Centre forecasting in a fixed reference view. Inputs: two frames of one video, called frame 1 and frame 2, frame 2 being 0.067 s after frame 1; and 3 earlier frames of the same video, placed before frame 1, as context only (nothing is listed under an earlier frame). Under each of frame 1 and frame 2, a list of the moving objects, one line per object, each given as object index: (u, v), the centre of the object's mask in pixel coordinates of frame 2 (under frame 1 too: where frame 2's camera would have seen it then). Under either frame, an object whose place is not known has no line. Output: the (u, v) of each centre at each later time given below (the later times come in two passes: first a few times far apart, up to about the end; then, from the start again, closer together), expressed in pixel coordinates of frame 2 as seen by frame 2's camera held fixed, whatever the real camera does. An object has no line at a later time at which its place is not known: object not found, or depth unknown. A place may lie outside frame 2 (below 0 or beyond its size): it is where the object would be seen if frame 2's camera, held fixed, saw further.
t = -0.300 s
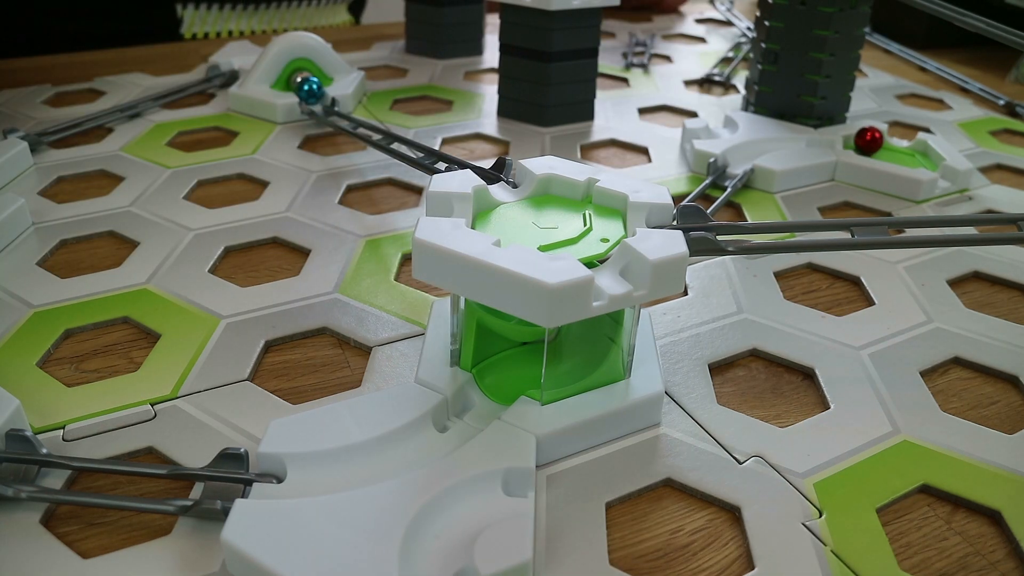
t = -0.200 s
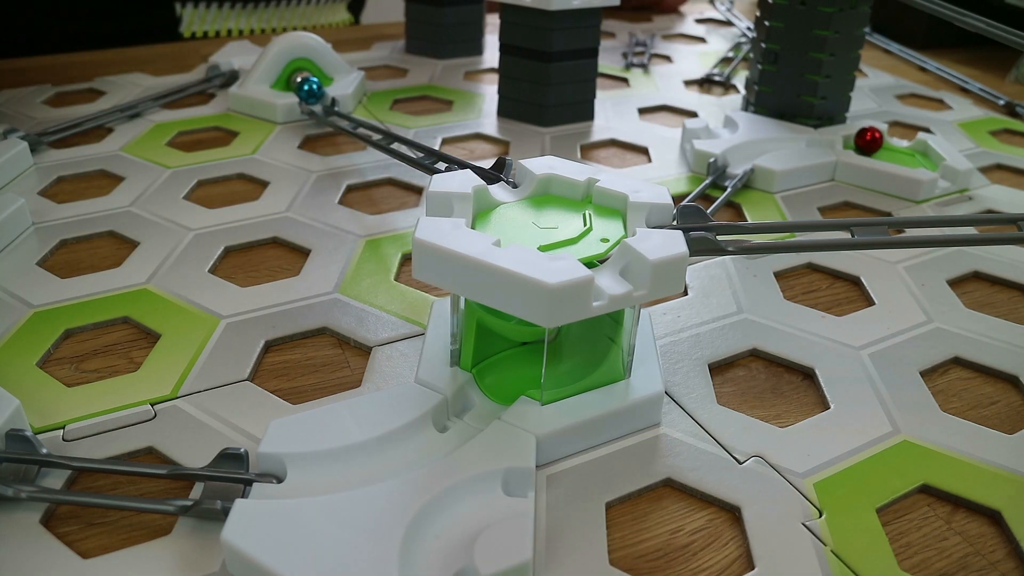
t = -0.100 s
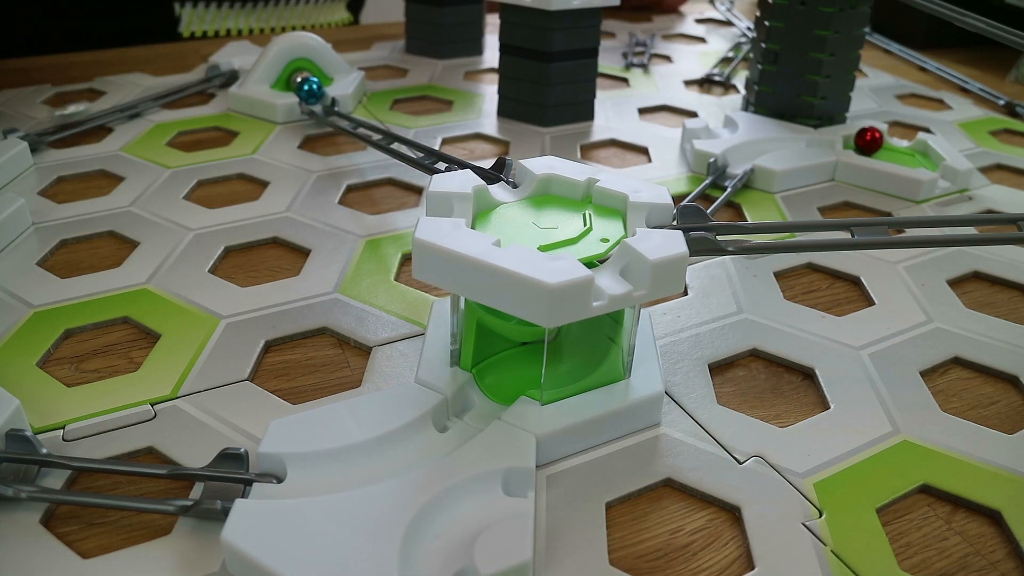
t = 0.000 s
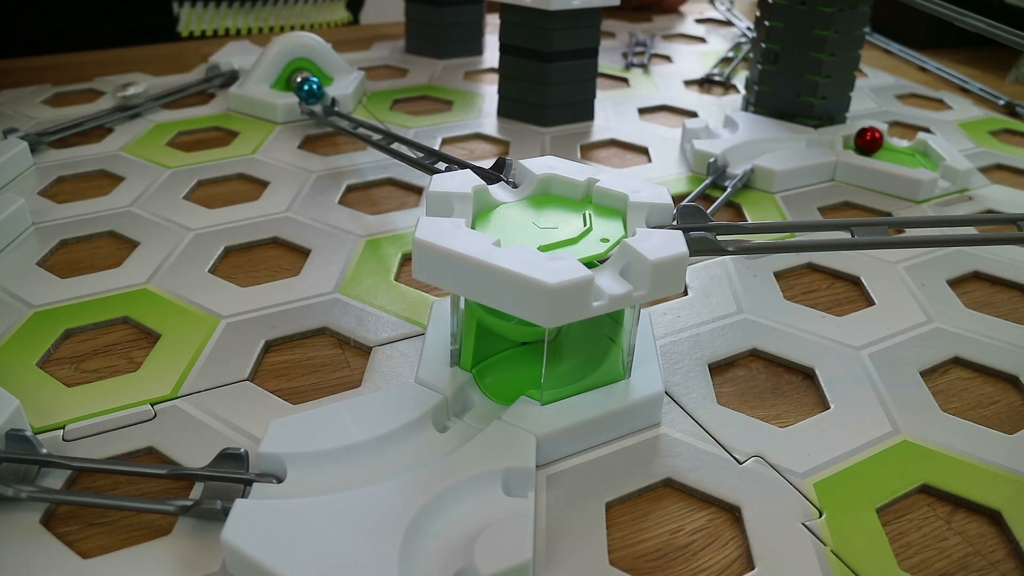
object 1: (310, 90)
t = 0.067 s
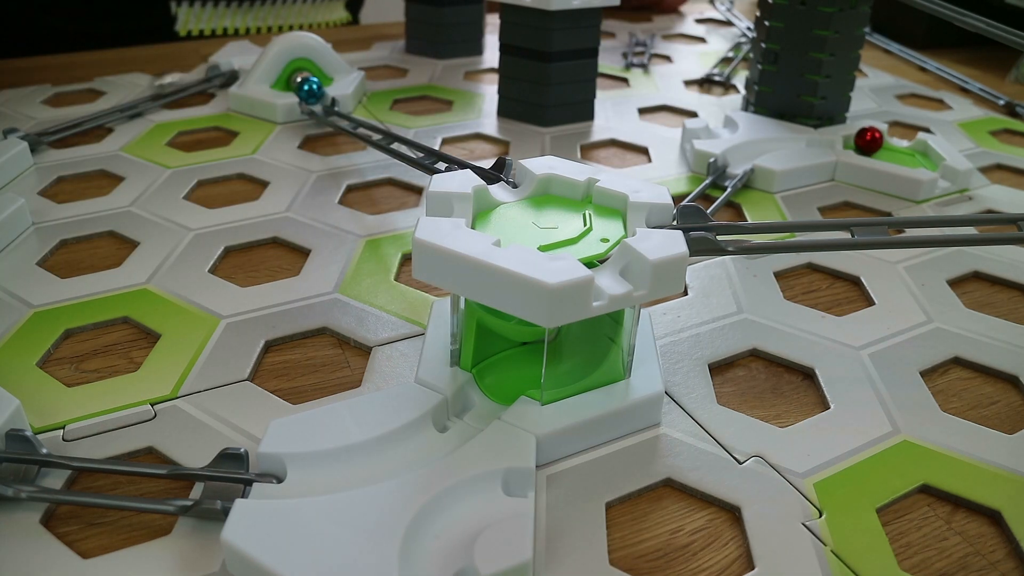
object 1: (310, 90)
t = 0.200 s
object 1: (310, 90)
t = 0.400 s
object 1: (310, 90)
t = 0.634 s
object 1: (432, 141)
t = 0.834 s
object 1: (531, 188)
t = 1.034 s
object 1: (576, 353)
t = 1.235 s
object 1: (449, 421)
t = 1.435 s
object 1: (335, 466)
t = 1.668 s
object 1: (196, 468)
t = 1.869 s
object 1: (70, 460)
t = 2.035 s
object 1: (14, 453)
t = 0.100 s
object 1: (310, 90)
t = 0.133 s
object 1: (310, 90)
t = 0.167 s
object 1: (310, 90)
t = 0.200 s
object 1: (310, 90)
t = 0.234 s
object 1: (310, 90)
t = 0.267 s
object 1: (310, 90)
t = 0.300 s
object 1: (310, 90)
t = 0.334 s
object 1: (310, 90)
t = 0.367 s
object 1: (310, 90)
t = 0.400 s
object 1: (310, 90)
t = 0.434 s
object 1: (312, 91)
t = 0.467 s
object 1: (334, 103)
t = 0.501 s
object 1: (352, 111)
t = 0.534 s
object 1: (375, 119)
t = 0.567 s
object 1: (395, 128)
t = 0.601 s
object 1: (414, 134)
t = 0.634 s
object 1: (432, 141)
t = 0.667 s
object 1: (452, 147)
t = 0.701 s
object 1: (470, 148)
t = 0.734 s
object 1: (488, 158)
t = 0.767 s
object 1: (502, 166)
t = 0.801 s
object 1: (515, 178)
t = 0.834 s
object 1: (531, 188)
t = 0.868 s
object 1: (546, 199)
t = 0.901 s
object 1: (561, 209)
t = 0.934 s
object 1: (579, 233)
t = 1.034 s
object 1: (576, 353)
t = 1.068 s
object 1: (543, 366)
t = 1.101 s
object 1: (509, 376)
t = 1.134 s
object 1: (494, 385)
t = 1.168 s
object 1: (479, 398)
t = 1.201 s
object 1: (464, 411)
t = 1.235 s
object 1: (449, 421)
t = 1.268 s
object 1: (435, 431)
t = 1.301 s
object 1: (419, 439)
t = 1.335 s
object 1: (398, 448)
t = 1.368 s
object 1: (377, 456)
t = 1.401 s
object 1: (356, 462)
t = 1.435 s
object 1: (335, 466)
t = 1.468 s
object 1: (314, 470)
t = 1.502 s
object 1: (292, 471)
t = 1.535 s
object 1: (271, 472)
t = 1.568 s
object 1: (251, 471)
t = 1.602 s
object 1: (230, 470)
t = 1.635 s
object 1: (215, 469)
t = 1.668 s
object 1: (196, 468)
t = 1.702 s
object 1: (177, 465)
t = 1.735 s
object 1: (159, 467)
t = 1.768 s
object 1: (138, 465)
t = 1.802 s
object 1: (115, 463)
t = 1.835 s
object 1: (93, 461)
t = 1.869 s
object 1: (70, 460)
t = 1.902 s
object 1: (49, 457)
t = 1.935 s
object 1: (32, 453)
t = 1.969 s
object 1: (23, 452)
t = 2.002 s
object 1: (18, 451)
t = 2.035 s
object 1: (14, 453)
